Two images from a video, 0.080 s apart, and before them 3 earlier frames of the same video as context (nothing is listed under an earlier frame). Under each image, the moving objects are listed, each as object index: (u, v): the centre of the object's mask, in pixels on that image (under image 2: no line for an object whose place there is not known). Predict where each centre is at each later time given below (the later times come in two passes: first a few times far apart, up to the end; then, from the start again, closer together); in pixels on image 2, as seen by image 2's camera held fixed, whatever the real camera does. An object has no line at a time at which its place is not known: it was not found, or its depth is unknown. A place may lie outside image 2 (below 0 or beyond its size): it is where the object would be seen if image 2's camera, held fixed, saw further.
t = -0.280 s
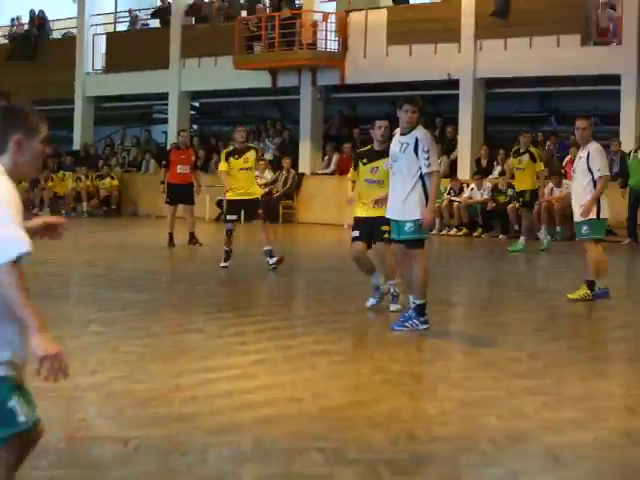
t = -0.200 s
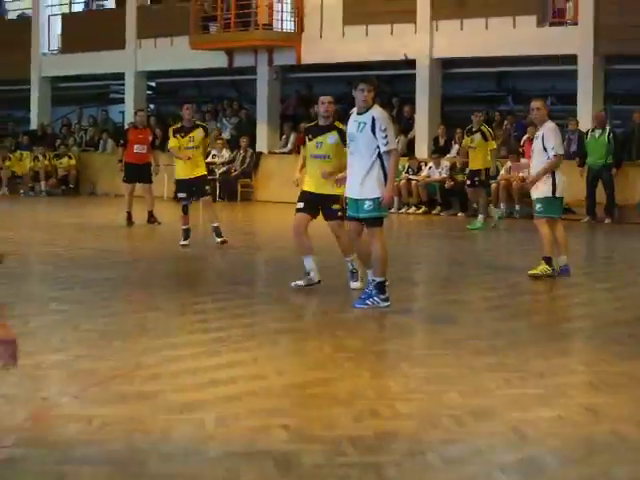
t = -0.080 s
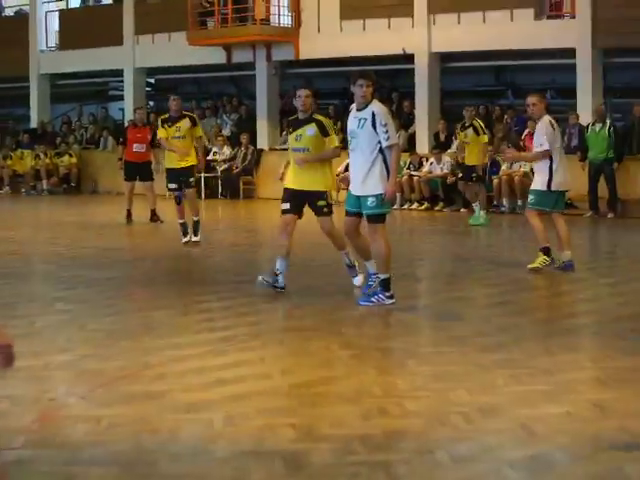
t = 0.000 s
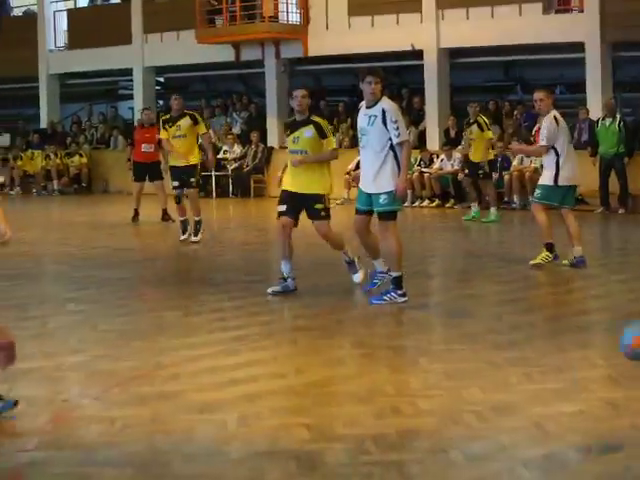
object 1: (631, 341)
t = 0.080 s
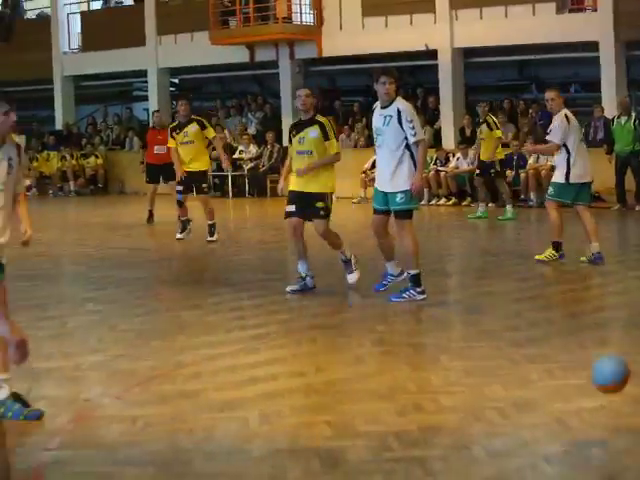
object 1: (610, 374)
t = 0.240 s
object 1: (510, 400)
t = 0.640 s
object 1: (245, 448)
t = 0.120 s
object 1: (584, 401)
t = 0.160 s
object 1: (558, 429)
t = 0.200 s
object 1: (534, 414)
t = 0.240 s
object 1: (510, 400)
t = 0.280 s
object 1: (485, 389)
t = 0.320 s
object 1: (461, 382)
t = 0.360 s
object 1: (435, 377)
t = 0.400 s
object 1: (410, 376)
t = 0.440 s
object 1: (384, 378)
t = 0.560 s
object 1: (301, 408)
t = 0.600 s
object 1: (273, 426)
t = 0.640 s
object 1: (245, 448)
